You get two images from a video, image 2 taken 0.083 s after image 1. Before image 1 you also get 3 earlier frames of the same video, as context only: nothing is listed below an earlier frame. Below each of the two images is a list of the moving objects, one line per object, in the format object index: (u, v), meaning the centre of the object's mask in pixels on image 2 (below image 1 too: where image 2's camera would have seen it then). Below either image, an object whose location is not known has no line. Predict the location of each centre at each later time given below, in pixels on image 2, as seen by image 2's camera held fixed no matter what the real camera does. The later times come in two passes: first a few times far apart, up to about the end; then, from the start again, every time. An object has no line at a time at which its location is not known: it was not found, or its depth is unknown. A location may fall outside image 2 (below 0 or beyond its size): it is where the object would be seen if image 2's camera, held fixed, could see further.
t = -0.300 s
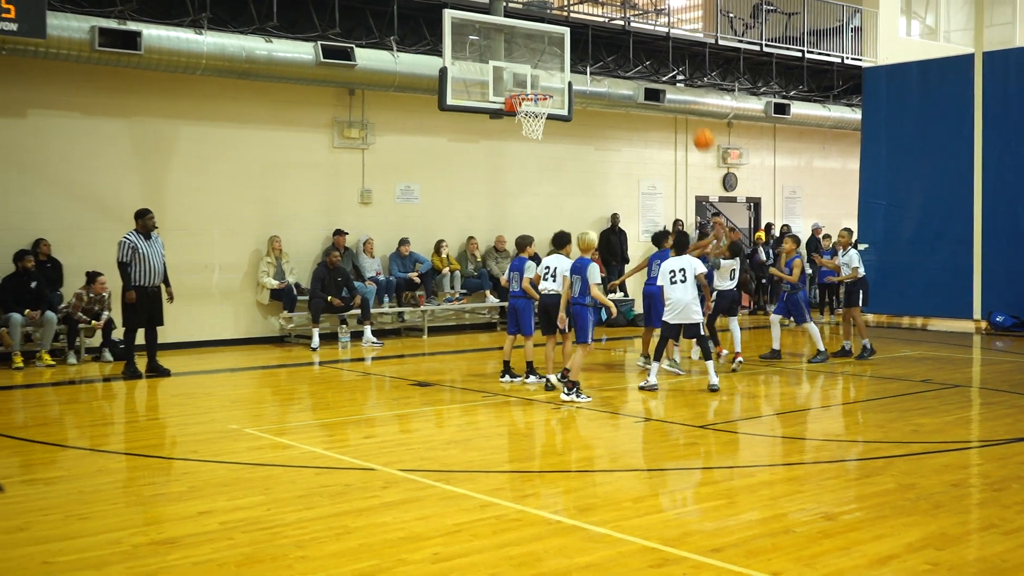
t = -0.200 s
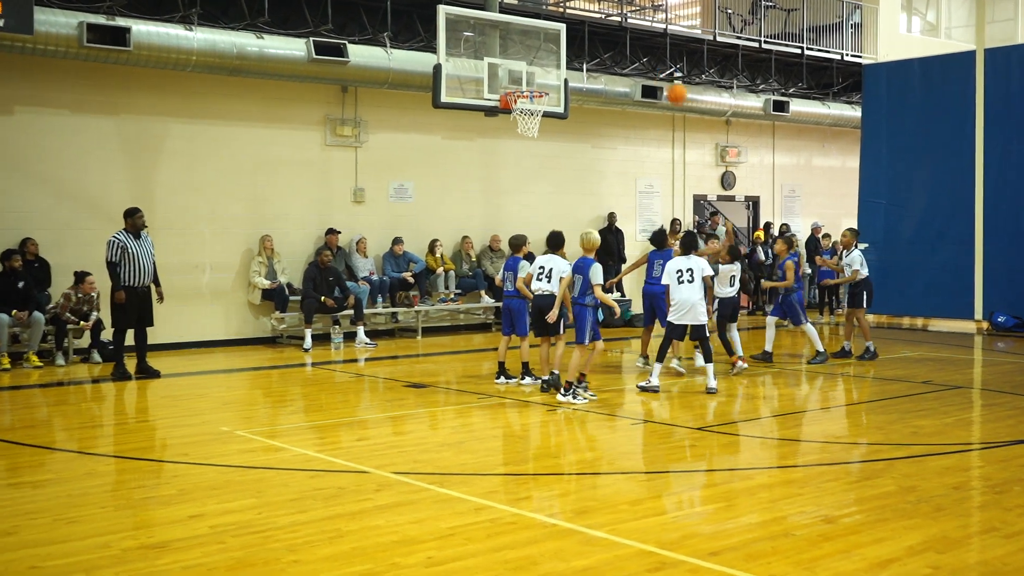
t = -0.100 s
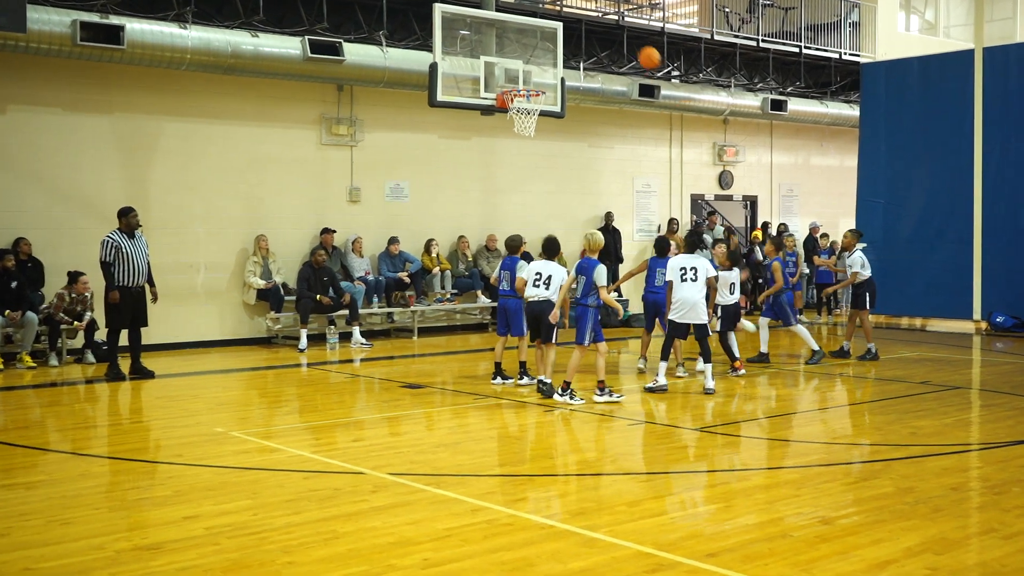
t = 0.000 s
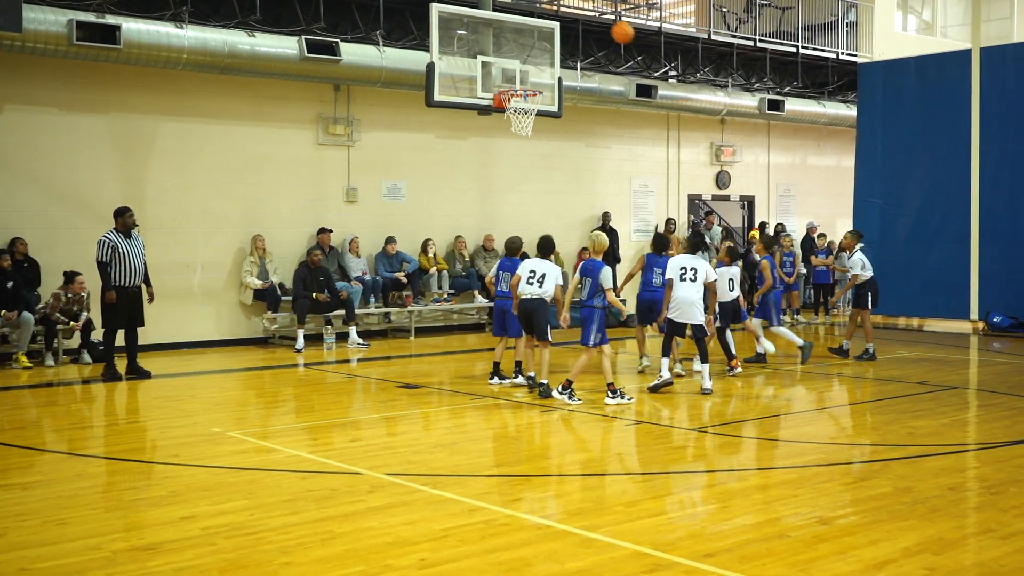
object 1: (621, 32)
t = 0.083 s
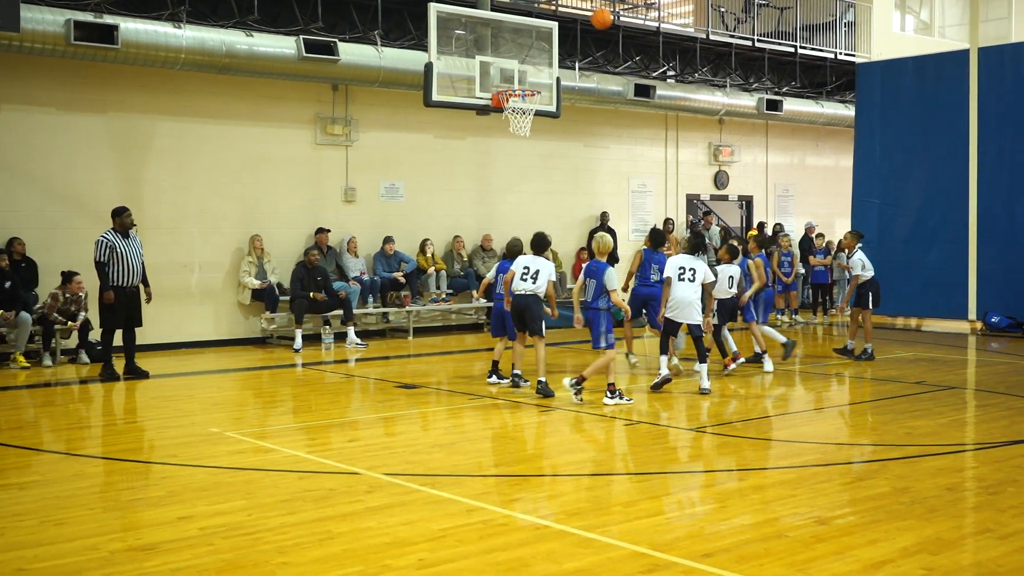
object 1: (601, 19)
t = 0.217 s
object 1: (571, 10)
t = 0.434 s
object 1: (522, 29)
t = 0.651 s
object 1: (528, 73)
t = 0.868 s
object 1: (509, 83)
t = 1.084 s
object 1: (494, 79)
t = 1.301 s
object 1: (482, 111)
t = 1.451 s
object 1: (474, 157)
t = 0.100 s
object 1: (597, 17)
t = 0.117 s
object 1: (594, 15)
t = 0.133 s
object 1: (589, 14)
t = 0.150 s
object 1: (586, 12)
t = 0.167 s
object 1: (582, 11)
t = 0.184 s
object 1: (578, 10)
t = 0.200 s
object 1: (574, 10)
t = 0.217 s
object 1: (571, 10)
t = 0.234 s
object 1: (566, 10)
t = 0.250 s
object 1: (563, 10)
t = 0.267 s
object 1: (559, 10)
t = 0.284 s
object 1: (555, 10)
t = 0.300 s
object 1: (551, 11)
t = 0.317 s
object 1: (548, 12)
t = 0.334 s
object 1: (545, 14)
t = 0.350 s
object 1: (541, 15)
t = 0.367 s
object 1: (537, 18)
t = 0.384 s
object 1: (533, 20)
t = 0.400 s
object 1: (529, 23)
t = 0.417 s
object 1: (526, 25)
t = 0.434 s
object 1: (522, 29)
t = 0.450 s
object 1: (519, 32)
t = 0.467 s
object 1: (515, 35)
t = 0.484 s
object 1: (513, 39)
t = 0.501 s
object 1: (514, 42)
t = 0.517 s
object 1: (515, 45)
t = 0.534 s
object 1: (517, 47)
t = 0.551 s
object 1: (519, 50)
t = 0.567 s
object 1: (520, 54)
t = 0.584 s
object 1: (521, 57)
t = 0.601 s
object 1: (523, 61)
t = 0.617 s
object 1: (524, 65)
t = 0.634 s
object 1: (526, 70)
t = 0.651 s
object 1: (528, 73)
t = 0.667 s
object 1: (529, 79)
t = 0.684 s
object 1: (530, 84)
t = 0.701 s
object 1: (532, 87)
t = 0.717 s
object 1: (530, 87)
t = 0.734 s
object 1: (528, 85)
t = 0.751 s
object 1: (526, 84)
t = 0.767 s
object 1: (523, 84)
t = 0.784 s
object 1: (521, 83)
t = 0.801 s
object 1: (518, 82)
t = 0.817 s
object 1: (516, 82)
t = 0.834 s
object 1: (514, 83)
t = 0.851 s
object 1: (511, 83)
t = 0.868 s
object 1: (509, 83)
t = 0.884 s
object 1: (506, 84)
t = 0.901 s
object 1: (504, 84)
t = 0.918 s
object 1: (503, 83)
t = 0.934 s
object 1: (502, 82)
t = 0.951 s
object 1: (501, 80)
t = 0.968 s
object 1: (500, 79)
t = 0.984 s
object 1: (499, 79)
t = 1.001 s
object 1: (499, 78)
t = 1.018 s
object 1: (498, 78)
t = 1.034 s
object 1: (497, 78)
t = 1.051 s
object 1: (496, 78)
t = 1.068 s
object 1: (495, 79)
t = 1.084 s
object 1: (494, 79)
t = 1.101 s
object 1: (493, 80)
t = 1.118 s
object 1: (492, 81)
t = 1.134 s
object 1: (491, 83)
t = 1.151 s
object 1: (490, 84)
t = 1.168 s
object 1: (489, 86)
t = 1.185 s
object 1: (488, 88)
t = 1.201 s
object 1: (487, 91)
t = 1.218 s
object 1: (486, 94)
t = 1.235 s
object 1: (485, 96)
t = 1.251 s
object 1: (485, 100)
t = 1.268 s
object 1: (484, 103)
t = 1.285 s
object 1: (483, 107)
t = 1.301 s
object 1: (482, 111)
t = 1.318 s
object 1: (481, 115)
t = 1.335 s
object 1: (480, 119)
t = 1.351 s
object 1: (479, 123)
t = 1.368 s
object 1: (478, 129)
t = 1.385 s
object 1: (477, 134)
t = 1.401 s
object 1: (476, 139)
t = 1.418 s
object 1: (476, 145)
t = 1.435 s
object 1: (475, 151)
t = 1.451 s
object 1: (474, 157)
